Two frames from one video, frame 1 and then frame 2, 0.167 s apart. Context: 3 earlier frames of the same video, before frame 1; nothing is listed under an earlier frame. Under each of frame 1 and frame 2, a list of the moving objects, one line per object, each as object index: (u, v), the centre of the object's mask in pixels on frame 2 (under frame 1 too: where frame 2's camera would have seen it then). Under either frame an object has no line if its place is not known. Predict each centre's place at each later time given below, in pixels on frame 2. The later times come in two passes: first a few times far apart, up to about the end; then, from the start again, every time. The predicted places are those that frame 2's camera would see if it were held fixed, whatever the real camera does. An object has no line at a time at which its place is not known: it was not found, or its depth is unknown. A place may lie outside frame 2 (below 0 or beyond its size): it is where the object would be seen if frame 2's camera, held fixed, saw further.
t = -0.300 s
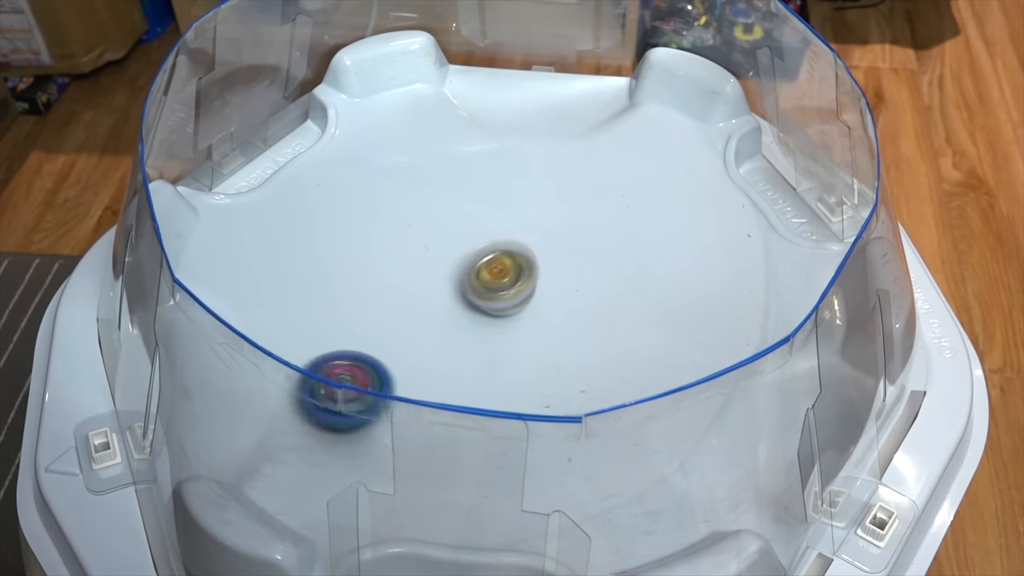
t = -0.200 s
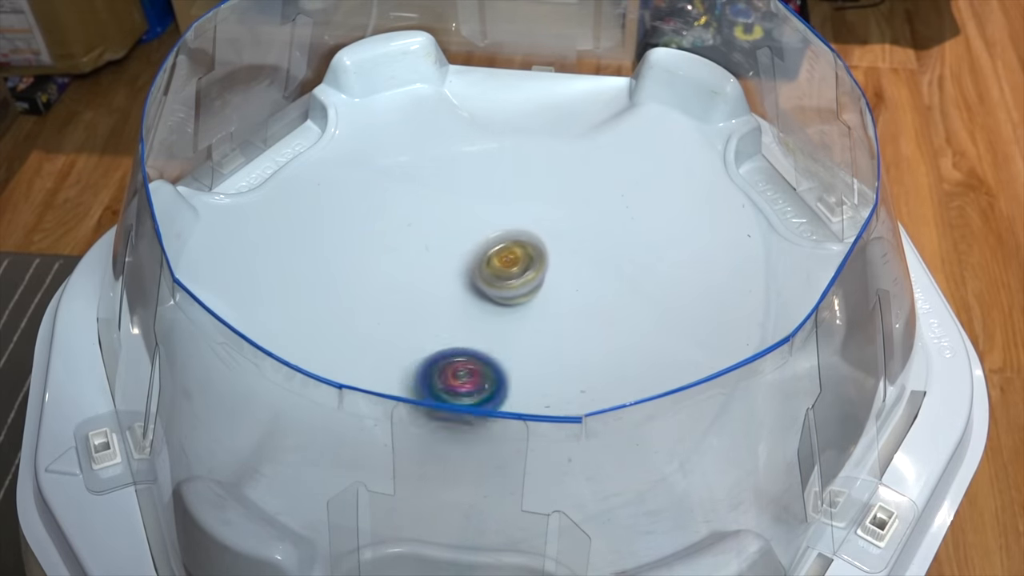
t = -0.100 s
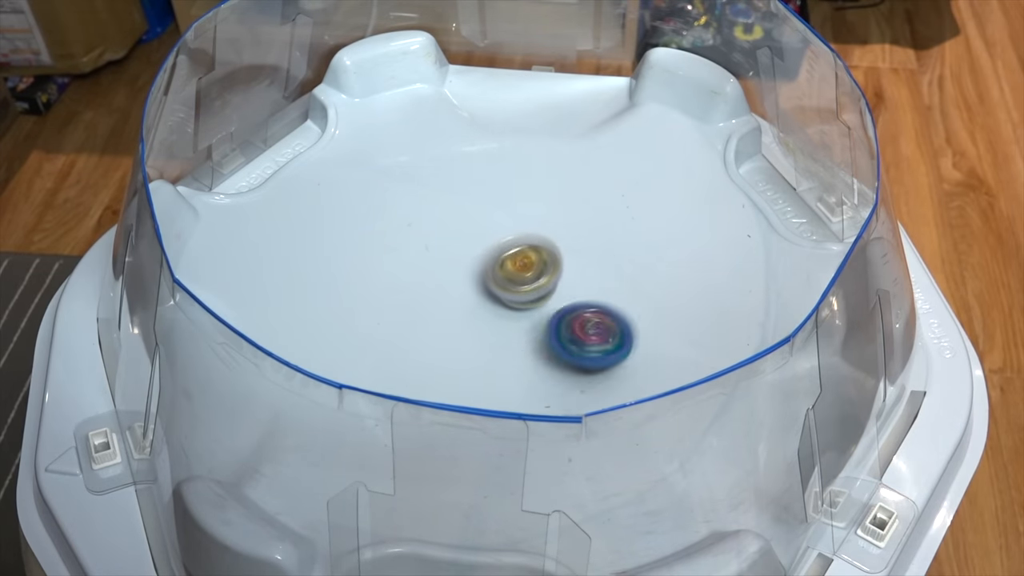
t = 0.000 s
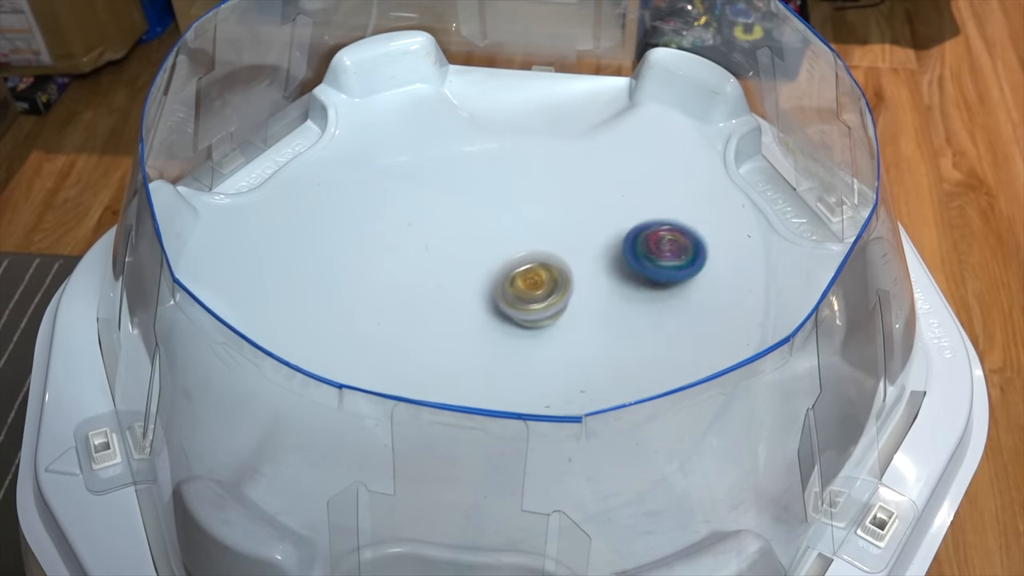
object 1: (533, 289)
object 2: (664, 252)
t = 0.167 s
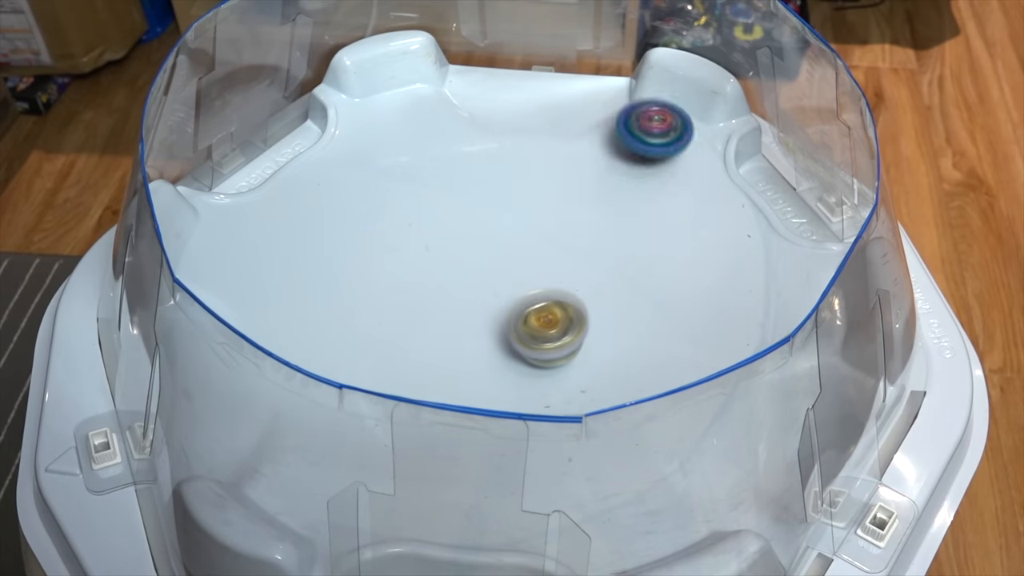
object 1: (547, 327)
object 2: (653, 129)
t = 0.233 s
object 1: (553, 336)
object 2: (617, 98)
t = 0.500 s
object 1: (562, 322)
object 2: (464, 92)
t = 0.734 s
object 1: (525, 309)
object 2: (385, 222)
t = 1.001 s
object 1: (478, 325)
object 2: (541, 453)
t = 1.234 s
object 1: (500, 336)
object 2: (813, 407)
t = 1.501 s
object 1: (501, 312)
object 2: (737, 236)
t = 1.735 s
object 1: (475, 298)
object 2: (513, 130)
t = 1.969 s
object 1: (463, 299)
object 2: (289, 173)
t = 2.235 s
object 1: (499, 275)
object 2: (224, 412)
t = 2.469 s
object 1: (480, 249)
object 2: (436, 416)
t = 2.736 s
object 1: (497, 306)
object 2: (655, 233)
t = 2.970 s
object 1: (605, 298)
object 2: (578, 107)
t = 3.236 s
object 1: (565, 207)
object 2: (518, 76)
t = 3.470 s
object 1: (405, 272)
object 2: (516, 138)
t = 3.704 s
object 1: (477, 428)
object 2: (488, 310)
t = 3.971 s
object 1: (770, 415)
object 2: (568, 382)
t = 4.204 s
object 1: (793, 330)
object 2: (626, 307)
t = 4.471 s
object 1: (598, 237)
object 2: (507, 268)
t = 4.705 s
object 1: (348, 204)
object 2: (428, 328)
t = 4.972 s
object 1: (212, 368)
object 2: (517, 355)
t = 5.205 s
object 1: (245, 414)
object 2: (534, 291)
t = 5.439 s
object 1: (400, 330)
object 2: (478, 262)
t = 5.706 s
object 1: (524, 382)
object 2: (562, 173)
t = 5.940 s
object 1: (601, 275)
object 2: (570, 189)
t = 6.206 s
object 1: (475, 334)
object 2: (548, 138)
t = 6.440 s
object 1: (473, 403)
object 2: (550, 236)
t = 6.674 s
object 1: (557, 396)
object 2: (561, 333)
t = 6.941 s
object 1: (518, 404)
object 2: (572, 332)
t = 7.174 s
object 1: (338, 394)
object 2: (592, 280)
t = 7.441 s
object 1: (199, 357)
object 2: (518, 258)
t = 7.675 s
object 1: (275, 258)
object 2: (465, 264)
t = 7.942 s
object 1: (405, 142)
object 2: (538, 342)
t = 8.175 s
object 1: (462, 79)
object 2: (613, 359)
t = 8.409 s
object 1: (596, 71)
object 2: (590, 328)
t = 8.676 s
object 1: (567, 124)
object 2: (517, 317)
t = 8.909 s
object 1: (477, 244)
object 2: (468, 308)
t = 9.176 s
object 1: (545, 290)
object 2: (445, 336)
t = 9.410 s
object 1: (612, 306)
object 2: (504, 310)
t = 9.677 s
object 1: (646, 330)
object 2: (517, 274)
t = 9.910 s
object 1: (589, 349)
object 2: (530, 292)
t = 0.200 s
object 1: (550, 332)
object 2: (636, 112)
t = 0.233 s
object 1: (553, 336)
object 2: (617, 98)
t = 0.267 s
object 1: (556, 338)
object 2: (596, 91)
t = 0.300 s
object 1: (559, 339)
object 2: (575, 79)
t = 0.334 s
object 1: (562, 338)
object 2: (558, 70)
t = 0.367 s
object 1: (562, 337)
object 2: (538, 70)
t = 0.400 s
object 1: (562, 334)
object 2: (517, 77)
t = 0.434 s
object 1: (563, 330)
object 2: (498, 81)
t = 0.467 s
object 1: (563, 326)
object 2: (478, 88)
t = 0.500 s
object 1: (562, 322)
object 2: (464, 92)
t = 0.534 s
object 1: (560, 319)
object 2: (452, 97)
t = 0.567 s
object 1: (557, 315)
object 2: (442, 109)
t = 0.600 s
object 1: (553, 312)
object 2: (430, 124)
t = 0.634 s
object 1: (547, 310)
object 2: (419, 144)
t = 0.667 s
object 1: (541, 309)
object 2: (408, 166)
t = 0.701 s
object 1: (533, 309)
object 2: (395, 192)
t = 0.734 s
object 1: (525, 309)
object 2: (385, 222)
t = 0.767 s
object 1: (517, 310)
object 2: (376, 255)
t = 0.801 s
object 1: (509, 312)
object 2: (375, 290)
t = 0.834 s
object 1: (502, 313)
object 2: (380, 326)
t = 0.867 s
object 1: (495, 315)
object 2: (398, 361)
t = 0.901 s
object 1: (489, 317)
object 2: (421, 392)
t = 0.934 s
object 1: (484, 320)
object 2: (456, 419)
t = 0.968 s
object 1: (480, 323)
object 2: (496, 439)
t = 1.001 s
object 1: (478, 325)
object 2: (541, 453)
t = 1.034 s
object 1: (478, 328)
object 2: (588, 460)
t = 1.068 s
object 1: (479, 331)
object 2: (637, 458)
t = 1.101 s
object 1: (481, 333)
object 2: (679, 452)
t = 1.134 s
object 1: (485, 335)
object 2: (722, 444)
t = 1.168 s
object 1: (490, 336)
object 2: (764, 438)
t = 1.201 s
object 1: (495, 337)
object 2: (800, 428)
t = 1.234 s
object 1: (500, 336)
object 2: (813, 407)
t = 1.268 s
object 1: (504, 336)
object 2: (811, 381)
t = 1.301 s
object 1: (507, 335)
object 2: (810, 355)
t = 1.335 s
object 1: (509, 333)
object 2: (807, 327)
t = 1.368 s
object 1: (510, 330)
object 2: (802, 309)
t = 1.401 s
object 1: (509, 326)
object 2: (786, 291)
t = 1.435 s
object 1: (507, 322)
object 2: (777, 275)
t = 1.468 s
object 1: (504, 317)
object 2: (758, 256)
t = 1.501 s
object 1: (501, 312)
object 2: (737, 236)
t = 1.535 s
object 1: (497, 307)
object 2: (713, 217)
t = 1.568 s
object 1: (492, 303)
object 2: (684, 198)
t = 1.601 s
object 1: (487, 300)
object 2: (653, 180)
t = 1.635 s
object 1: (483, 298)
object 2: (621, 164)
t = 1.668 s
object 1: (480, 297)
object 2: (586, 150)
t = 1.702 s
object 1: (477, 297)
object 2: (550, 139)
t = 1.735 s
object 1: (475, 298)
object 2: (513, 130)
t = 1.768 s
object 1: (471, 298)
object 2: (477, 125)
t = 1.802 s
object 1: (467, 297)
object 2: (442, 123)
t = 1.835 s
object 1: (464, 297)
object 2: (408, 126)
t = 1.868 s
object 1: (461, 297)
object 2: (375, 131)
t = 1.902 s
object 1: (460, 297)
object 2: (343, 141)
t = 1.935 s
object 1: (461, 298)
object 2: (314, 155)
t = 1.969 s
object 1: (463, 299)
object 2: (289, 173)
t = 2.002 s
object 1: (467, 298)
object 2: (266, 196)
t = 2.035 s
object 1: (472, 297)
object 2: (248, 222)
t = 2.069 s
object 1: (478, 296)
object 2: (234, 251)
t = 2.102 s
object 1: (483, 293)
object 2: (229, 281)
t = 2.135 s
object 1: (488, 290)
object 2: (224, 321)
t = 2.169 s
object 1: (492, 285)
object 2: (221, 352)
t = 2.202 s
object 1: (497, 280)
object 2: (221, 383)
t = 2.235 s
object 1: (499, 275)
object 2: (224, 412)
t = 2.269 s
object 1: (500, 269)
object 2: (233, 434)
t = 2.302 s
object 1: (500, 263)
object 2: (256, 432)
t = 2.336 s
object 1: (498, 258)
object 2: (284, 430)
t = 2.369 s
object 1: (495, 254)
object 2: (315, 430)
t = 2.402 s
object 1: (491, 251)
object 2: (352, 427)
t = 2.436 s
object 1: (485, 249)
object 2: (393, 422)
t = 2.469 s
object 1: (480, 249)
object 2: (436, 416)
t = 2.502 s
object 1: (474, 251)
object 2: (481, 406)
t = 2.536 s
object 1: (470, 255)
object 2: (526, 384)
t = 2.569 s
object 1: (468, 261)
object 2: (564, 372)
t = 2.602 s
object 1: (468, 270)
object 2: (597, 347)
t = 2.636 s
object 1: (471, 278)
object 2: (623, 319)
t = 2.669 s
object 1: (476, 289)
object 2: (641, 290)
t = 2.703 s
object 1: (485, 298)
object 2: (651, 261)
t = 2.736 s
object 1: (497, 306)
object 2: (655, 233)
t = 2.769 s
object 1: (511, 312)
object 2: (654, 208)
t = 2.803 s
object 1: (528, 316)
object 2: (648, 184)
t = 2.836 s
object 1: (545, 318)
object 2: (638, 163)
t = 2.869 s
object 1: (562, 317)
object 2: (625, 145)
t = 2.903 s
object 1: (578, 313)
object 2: (611, 129)
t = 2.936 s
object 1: (593, 307)
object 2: (595, 116)
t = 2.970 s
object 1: (605, 298)
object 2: (578, 107)
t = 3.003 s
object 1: (614, 287)
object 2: (564, 98)
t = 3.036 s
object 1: (619, 276)
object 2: (552, 89)
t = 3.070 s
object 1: (620, 263)
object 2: (543, 81)
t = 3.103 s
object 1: (618, 250)
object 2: (535, 75)
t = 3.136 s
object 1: (611, 237)
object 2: (530, 70)
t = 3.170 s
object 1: (600, 225)
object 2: (525, 69)
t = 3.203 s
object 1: (584, 215)
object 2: (521, 72)
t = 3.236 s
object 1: (565, 207)
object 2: (518, 76)
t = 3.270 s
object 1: (541, 203)
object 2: (517, 81)
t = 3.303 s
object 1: (515, 203)
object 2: (517, 88)
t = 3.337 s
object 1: (490, 209)
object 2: (517, 94)
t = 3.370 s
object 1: (464, 219)
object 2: (517, 101)
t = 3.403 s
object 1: (441, 233)
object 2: (517, 109)
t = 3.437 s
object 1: (420, 251)
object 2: (518, 122)
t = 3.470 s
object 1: (405, 272)
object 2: (516, 138)
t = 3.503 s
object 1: (394, 296)
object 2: (513, 157)
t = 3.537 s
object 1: (390, 320)
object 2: (507, 180)
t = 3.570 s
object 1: (393, 345)
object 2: (502, 205)
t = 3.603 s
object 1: (404, 365)
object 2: (495, 233)
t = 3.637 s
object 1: (423, 392)
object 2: (490, 260)
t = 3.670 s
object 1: (445, 412)
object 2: (487, 286)
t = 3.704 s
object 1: (477, 428)
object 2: (488, 310)
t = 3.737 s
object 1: (513, 439)
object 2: (490, 331)
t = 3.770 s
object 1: (551, 447)
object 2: (495, 350)
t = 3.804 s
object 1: (594, 452)
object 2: (502, 366)
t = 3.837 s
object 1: (633, 446)
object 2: (513, 375)
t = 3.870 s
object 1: (675, 440)
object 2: (527, 381)
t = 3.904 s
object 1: (713, 434)
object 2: (542, 383)
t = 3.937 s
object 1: (745, 426)
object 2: (555, 384)
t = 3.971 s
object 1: (770, 415)
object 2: (568, 382)
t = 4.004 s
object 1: (795, 407)
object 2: (581, 379)
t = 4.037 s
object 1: (813, 401)
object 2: (595, 373)
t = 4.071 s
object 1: (819, 389)
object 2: (607, 362)
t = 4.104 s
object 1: (816, 377)
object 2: (617, 349)
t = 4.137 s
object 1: (811, 360)
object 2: (623, 336)
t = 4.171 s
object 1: (802, 343)
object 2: (627, 322)
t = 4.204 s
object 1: (793, 330)
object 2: (626, 307)
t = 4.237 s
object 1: (771, 322)
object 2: (620, 294)
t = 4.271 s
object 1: (753, 315)
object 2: (610, 283)
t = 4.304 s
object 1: (731, 304)
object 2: (597, 275)
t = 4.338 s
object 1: (708, 294)
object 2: (582, 269)
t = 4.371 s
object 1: (683, 282)
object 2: (565, 265)
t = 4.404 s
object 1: (657, 268)
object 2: (546, 264)
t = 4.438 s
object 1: (629, 252)
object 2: (526, 265)
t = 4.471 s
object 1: (598, 237)
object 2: (507, 268)
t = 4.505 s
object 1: (564, 222)
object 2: (488, 272)
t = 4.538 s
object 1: (526, 210)
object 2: (470, 279)
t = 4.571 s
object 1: (489, 201)
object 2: (455, 288)
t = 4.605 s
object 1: (451, 195)
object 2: (443, 297)
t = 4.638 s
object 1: (414, 194)
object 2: (434, 307)
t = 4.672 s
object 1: (380, 198)
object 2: (428, 318)
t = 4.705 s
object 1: (348, 204)
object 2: (428, 328)
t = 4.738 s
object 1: (319, 217)
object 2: (431, 338)
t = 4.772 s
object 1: (294, 232)
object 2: (437, 347)
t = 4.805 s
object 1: (272, 250)
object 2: (449, 354)
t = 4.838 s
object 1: (254, 272)
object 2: (462, 360)
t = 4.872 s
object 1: (244, 293)
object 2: (476, 362)
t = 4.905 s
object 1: (230, 325)
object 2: (492, 361)
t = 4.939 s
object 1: (219, 347)
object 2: (505, 359)
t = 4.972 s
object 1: (212, 368)
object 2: (517, 355)
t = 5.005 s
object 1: (208, 385)
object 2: (526, 350)
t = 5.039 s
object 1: (207, 401)
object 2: (534, 342)
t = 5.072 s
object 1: (210, 414)
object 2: (538, 333)
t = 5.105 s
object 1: (212, 425)
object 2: (541, 323)
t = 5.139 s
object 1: (218, 429)
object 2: (541, 312)
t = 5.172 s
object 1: (231, 424)
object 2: (538, 301)
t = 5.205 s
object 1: (245, 414)
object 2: (534, 291)
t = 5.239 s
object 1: (260, 400)
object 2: (528, 282)
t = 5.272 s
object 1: (278, 383)
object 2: (519, 274)
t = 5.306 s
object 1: (296, 370)
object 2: (512, 268)
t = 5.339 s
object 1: (318, 359)
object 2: (503, 263)
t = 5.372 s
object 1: (343, 345)
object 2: (494, 261)
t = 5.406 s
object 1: (370, 339)
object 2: (486, 261)
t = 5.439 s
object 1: (400, 330)
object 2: (478, 262)
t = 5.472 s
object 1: (432, 322)
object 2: (475, 265)
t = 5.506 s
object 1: (441, 334)
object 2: (489, 250)
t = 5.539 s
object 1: (446, 348)
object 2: (507, 229)
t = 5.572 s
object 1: (453, 361)
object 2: (523, 213)
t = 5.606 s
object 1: (466, 370)
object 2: (537, 198)
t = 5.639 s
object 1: (484, 377)
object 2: (546, 187)
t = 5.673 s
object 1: (502, 381)
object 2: (556, 180)
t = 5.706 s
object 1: (524, 382)
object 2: (562, 173)
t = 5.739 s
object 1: (546, 379)
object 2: (567, 171)
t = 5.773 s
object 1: (567, 373)
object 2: (570, 169)
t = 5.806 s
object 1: (584, 359)
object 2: (572, 171)
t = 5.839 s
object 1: (597, 340)
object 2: (573, 171)
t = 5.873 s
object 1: (604, 319)
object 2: (572, 176)
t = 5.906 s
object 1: (606, 297)
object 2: (572, 181)
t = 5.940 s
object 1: (601, 275)
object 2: (570, 189)
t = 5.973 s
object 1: (591, 256)
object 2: (568, 193)
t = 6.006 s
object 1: (579, 268)
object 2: (562, 175)
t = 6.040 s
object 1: (564, 278)
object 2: (558, 159)
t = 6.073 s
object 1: (546, 288)
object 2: (554, 150)
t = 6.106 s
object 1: (527, 298)
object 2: (551, 140)
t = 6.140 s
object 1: (508, 310)
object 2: (550, 138)
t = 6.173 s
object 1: (490, 322)
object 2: (547, 136)
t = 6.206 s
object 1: (475, 334)
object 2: (548, 138)
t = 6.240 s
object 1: (463, 346)
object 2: (547, 145)
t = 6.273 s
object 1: (455, 358)
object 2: (547, 153)
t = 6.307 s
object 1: (451, 367)
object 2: (549, 165)
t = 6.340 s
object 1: (453, 374)
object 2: (548, 179)
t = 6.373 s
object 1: (458, 380)
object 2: (550, 196)
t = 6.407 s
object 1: (463, 395)
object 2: (550, 216)
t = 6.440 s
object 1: (473, 403)
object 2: (550, 236)
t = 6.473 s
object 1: (487, 408)
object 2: (550, 257)
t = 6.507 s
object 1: (500, 411)
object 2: (549, 277)
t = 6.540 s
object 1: (517, 412)
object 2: (549, 296)
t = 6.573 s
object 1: (532, 410)
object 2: (549, 315)
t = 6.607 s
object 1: (547, 403)
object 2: (550, 329)
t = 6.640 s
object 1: (560, 391)
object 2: (551, 339)
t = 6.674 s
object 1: (557, 396)
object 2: (561, 333)
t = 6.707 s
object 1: (555, 406)
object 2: (569, 333)
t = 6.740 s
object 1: (552, 410)
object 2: (575, 329)
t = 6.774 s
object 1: (549, 414)
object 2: (579, 327)
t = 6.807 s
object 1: (543, 414)
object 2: (581, 325)
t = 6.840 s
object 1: (537, 414)
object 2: (582, 326)
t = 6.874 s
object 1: (532, 413)
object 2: (580, 327)
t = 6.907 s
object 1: (524, 408)
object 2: (577, 329)
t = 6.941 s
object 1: (518, 404)
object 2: (572, 332)
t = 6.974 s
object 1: (513, 397)
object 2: (567, 334)
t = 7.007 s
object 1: (506, 384)
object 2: (560, 336)
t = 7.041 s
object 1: (484, 382)
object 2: (564, 331)
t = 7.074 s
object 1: (442, 392)
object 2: (577, 315)
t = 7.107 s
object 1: (404, 394)
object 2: (587, 302)
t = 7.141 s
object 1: (369, 395)
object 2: (592, 289)
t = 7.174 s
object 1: (338, 394)
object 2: (592, 280)
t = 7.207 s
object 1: (307, 393)
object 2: (588, 272)
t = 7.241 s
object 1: (282, 393)
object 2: (581, 268)
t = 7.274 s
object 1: (255, 396)
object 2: (571, 264)
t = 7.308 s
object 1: (229, 394)
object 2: (560, 263)
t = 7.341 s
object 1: (205, 386)
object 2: (550, 261)
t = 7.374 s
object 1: (188, 381)
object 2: (539, 259)
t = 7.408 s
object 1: (192, 370)
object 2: (528, 259)
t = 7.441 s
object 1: (199, 357)
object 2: (518, 258)
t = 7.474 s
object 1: (207, 343)
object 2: (507, 258)
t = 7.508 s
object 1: (218, 327)
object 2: (498, 258)
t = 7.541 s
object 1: (230, 311)
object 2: (489, 258)
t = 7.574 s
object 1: (242, 292)
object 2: (481, 259)
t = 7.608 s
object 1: (245, 279)
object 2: (475, 260)
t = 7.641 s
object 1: (258, 267)
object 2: (470, 262)
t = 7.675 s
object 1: (275, 258)
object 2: (465, 264)
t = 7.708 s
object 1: (297, 251)
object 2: (462, 266)
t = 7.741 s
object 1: (321, 245)
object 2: (460, 269)
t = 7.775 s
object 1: (345, 240)
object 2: (459, 271)
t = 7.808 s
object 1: (370, 234)
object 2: (458, 274)
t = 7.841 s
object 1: (393, 226)
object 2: (463, 280)
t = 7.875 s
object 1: (398, 196)
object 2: (489, 304)
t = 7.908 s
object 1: (401, 169)
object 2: (514, 325)
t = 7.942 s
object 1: (405, 142)
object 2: (538, 342)
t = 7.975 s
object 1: (410, 117)
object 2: (560, 354)
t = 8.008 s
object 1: (414, 97)
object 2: (577, 363)
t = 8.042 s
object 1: (418, 77)
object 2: (591, 368)
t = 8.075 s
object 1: (424, 65)
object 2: (600, 369)
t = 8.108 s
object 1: (434, 62)
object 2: (606, 365)
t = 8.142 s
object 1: (444, 71)
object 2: (610, 362)
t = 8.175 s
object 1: (462, 79)
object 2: (613, 359)
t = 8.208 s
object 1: (487, 84)
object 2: (614, 353)
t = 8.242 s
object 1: (511, 83)
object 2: (615, 348)
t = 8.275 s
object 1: (538, 82)
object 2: (613, 342)
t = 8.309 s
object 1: (565, 80)
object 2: (610, 338)
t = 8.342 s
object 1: (594, 78)
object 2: (605, 334)
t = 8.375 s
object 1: (606, 70)
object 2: (598, 331)
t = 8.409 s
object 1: (596, 71)
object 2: (590, 328)
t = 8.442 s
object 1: (586, 80)
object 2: (582, 326)
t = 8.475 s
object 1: (583, 80)
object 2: (573, 324)
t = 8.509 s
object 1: (581, 88)
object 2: (563, 323)
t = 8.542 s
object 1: (578, 90)
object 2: (554, 322)
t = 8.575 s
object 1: (574, 99)
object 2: (544, 321)
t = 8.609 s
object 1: (570, 107)
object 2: (534, 320)
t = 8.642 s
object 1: (569, 115)
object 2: (525, 319)
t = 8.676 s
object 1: (567, 124)
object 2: (517, 317)
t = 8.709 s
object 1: (560, 135)
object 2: (508, 316)
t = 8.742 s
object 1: (549, 151)
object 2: (500, 314)
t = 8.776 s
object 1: (538, 168)
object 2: (493, 311)
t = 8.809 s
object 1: (525, 185)
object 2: (487, 309)
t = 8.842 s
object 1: (508, 204)
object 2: (481, 305)
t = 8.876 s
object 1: (489, 227)
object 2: (476, 303)
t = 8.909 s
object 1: (477, 244)
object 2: (468, 308)
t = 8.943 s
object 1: (479, 248)
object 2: (454, 319)
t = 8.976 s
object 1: (483, 251)
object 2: (443, 329)
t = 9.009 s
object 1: (490, 258)
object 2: (435, 336)
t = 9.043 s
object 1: (498, 263)
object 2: (431, 339)
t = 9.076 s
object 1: (507, 271)
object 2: (430, 341)
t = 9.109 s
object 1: (520, 277)
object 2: (432, 340)
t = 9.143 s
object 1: (530, 283)
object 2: (438, 338)
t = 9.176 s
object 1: (545, 290)
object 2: (445, 336)
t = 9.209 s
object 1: (556, 292)
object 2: (452, 332)
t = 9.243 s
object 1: (568, 299)
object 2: (461, 328)
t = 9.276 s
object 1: (580, 300)
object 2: (470, 323)
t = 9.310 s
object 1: (590, 302)
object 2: (478, 320)
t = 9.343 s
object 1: (601, 304)
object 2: (486, 317)
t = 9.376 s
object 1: (607, 304)
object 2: (495, 314)
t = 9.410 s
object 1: (612, 306)
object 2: (504, 310)
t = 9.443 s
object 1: (616, 303)
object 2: (512, 306)
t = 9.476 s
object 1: (613, 304)
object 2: (519, 303)
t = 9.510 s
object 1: (613, 304)
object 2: (525, 301)
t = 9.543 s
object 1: (614, 307)
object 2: (526, 297)
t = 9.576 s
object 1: (627, 313)
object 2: (521, 287)
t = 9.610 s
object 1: (635, 318)
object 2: (517, 280)
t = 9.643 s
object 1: (644, 323)
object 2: (516, 276)
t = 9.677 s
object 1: (646, 330)
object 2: (517, 274)
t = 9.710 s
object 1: (645, 332)
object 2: (519, 275)
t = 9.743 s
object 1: (644, 338)
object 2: (523, 277)
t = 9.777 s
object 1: (637, 341)
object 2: (524, 280)
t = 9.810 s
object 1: (631, 344)
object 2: (526, 282)
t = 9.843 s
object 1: (618, 345)
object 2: (528, 285)
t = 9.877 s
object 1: (605, 347)
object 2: (529, 288)
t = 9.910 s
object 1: (589, 349)
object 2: (530, 292)
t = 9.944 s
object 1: (571, 352)
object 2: (528, 291)
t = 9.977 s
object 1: (562, 372)
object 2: (520, 270)
